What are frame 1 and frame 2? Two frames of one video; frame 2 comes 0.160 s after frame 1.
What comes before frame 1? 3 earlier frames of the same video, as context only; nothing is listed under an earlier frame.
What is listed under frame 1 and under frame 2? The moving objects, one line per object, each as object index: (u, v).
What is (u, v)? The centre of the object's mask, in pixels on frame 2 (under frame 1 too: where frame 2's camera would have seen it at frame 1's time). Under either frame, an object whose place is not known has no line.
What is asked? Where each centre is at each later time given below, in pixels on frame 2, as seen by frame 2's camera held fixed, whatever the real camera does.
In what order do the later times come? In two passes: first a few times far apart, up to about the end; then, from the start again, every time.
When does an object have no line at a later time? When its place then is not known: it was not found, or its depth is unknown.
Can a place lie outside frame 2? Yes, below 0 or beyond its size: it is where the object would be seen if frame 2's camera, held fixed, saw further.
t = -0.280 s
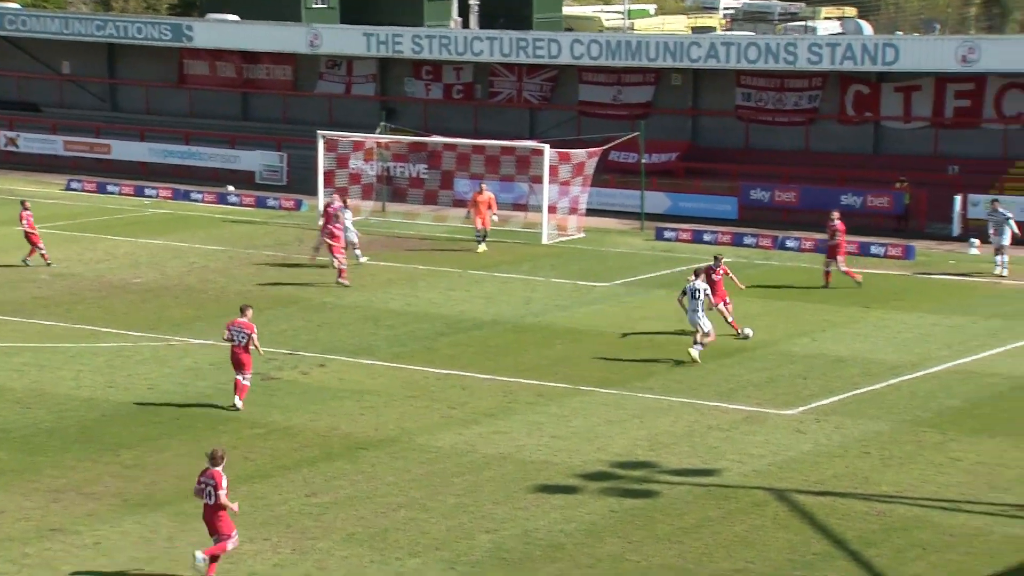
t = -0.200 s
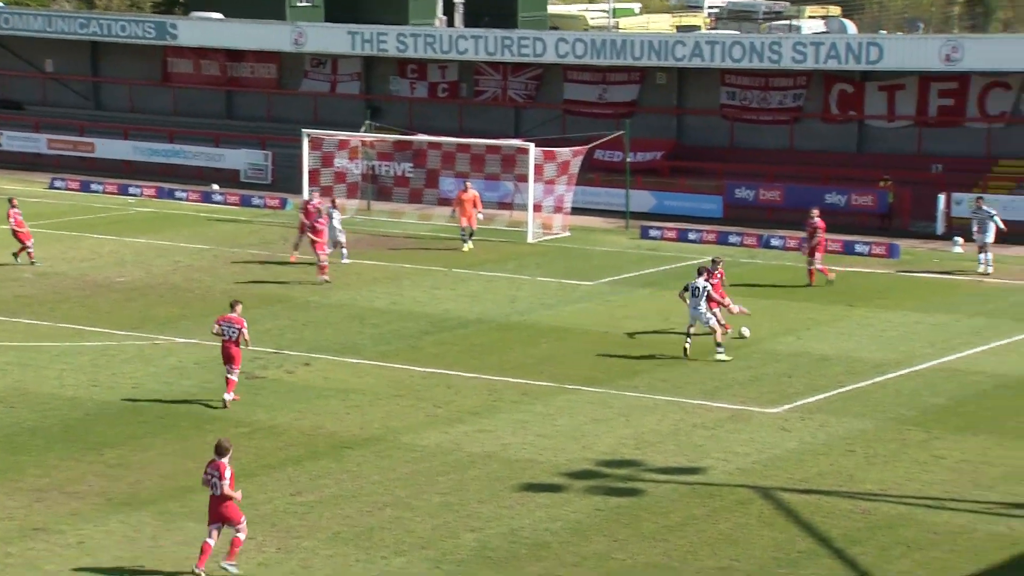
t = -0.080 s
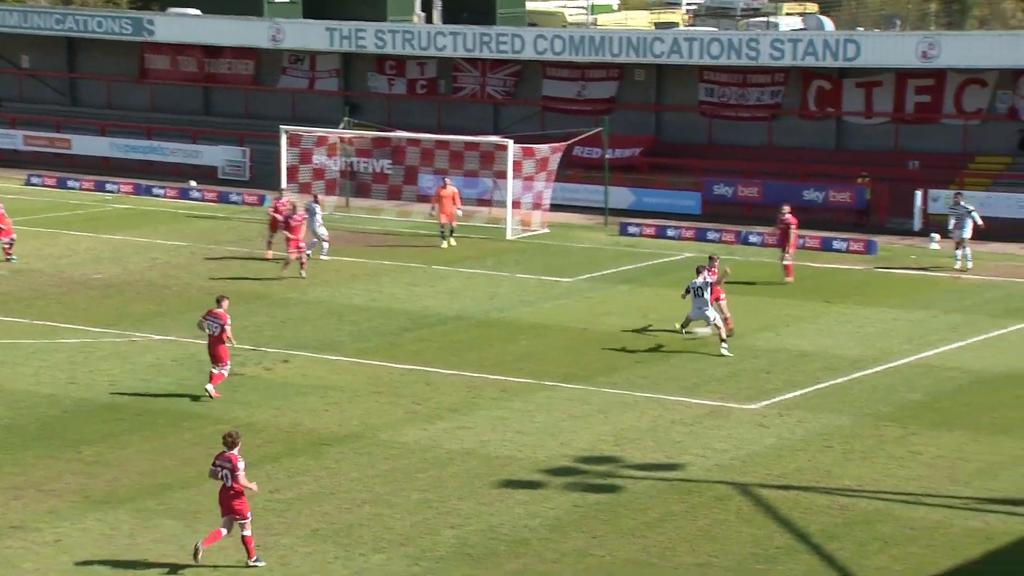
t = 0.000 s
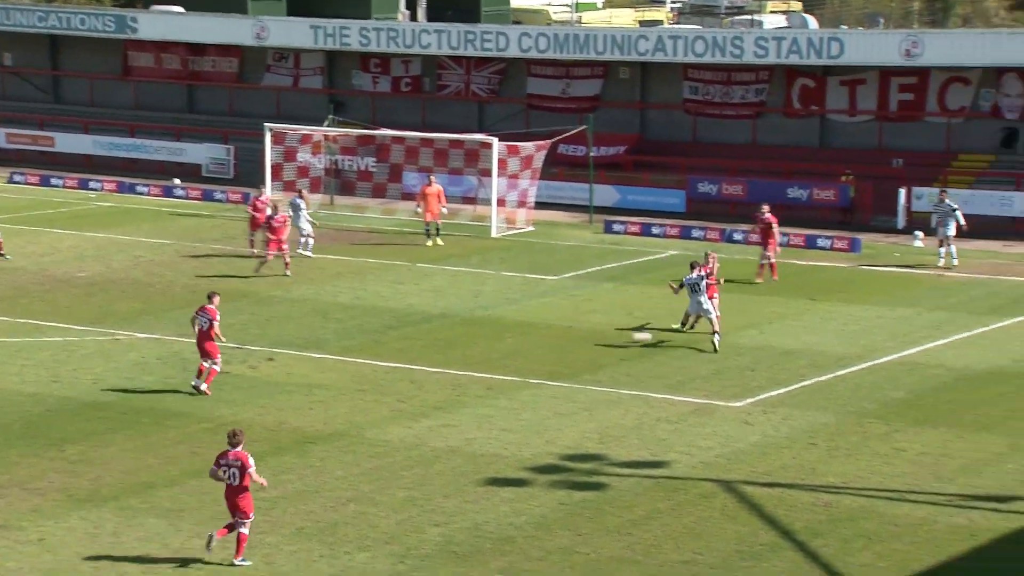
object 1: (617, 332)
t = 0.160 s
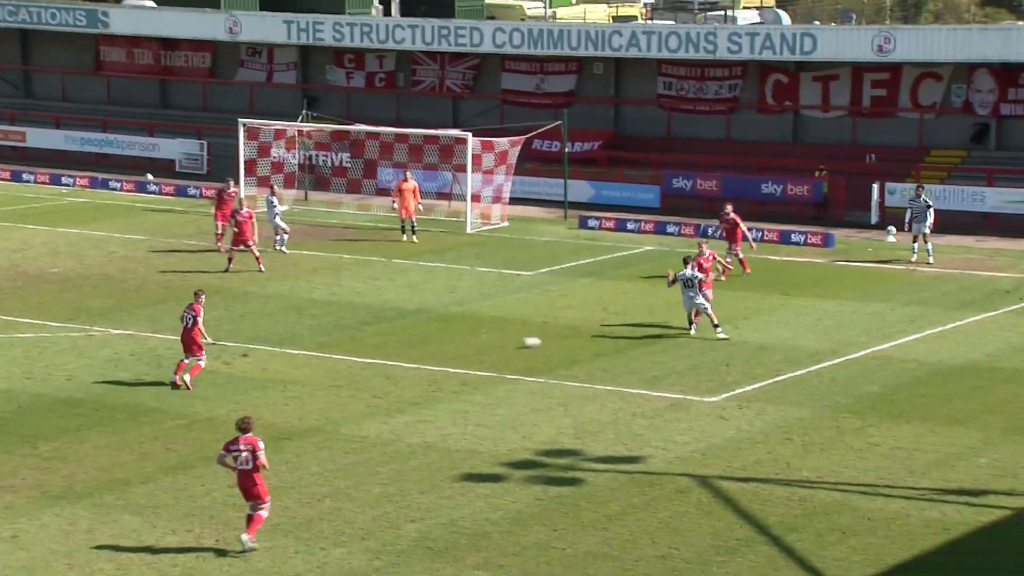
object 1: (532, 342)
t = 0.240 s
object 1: (491, 346)
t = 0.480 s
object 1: (379, 356)
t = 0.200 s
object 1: (511, 344)
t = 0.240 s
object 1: (491, 346)
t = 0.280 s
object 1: (471, 349)
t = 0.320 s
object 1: (452, 351)
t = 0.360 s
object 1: (434, 351)
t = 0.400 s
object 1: (416, 352)
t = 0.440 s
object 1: (398, 354)
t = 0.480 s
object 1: (379, 356)
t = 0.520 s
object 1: (361, 360)
